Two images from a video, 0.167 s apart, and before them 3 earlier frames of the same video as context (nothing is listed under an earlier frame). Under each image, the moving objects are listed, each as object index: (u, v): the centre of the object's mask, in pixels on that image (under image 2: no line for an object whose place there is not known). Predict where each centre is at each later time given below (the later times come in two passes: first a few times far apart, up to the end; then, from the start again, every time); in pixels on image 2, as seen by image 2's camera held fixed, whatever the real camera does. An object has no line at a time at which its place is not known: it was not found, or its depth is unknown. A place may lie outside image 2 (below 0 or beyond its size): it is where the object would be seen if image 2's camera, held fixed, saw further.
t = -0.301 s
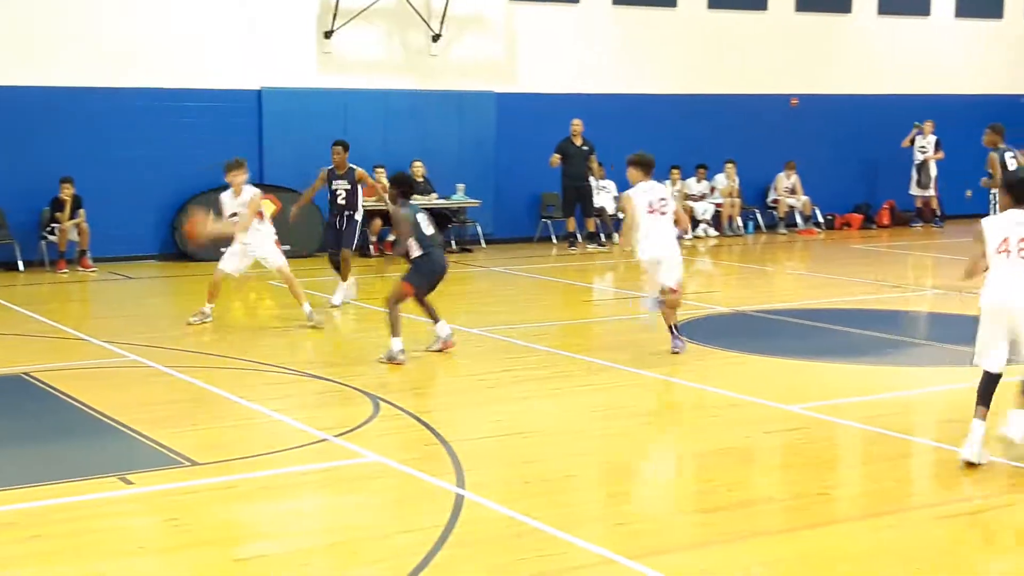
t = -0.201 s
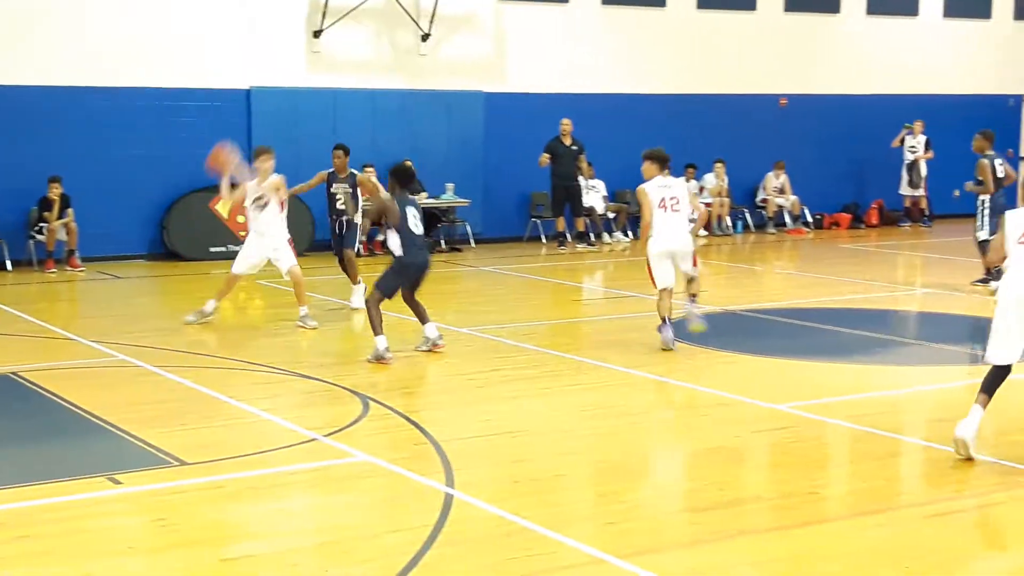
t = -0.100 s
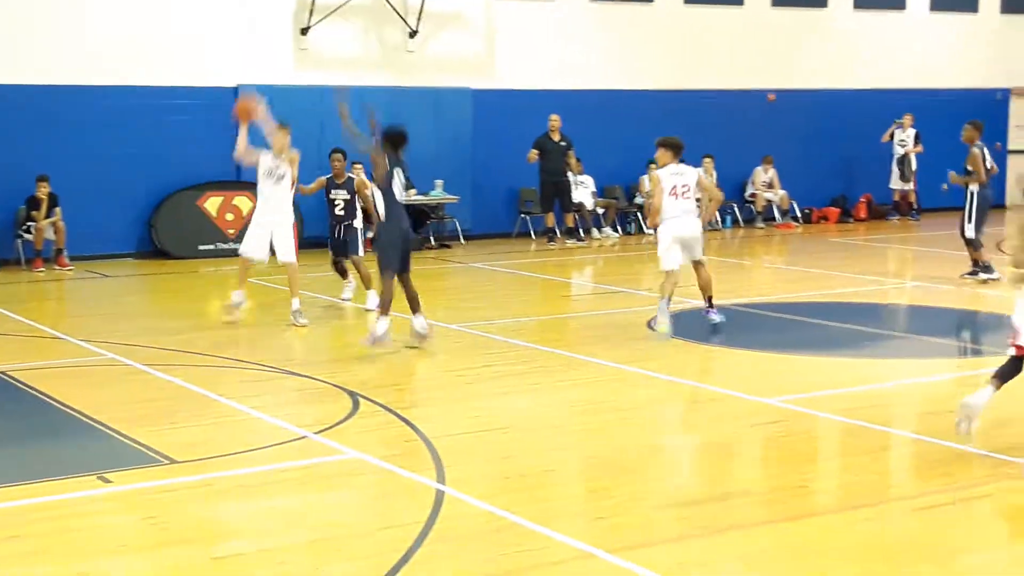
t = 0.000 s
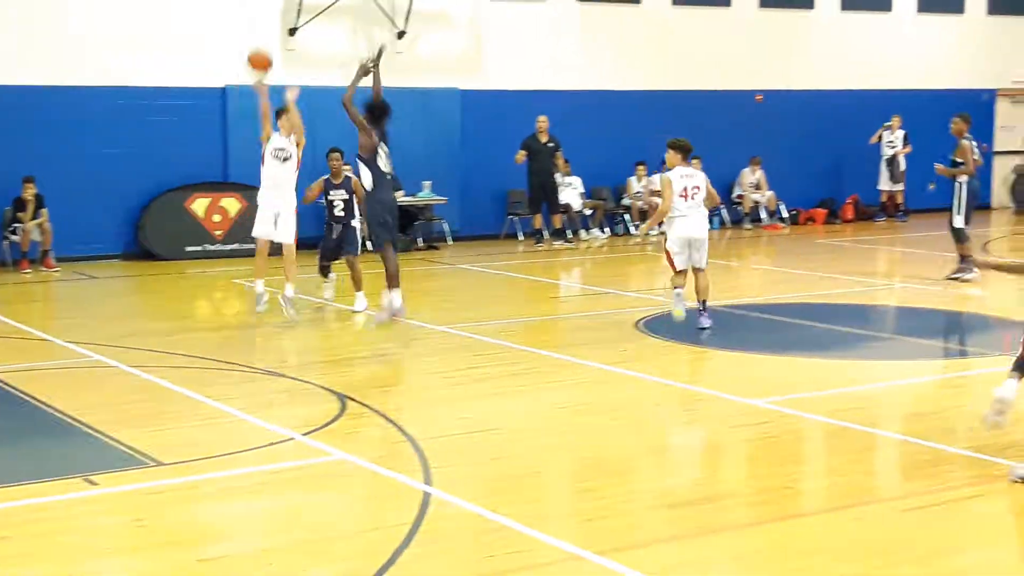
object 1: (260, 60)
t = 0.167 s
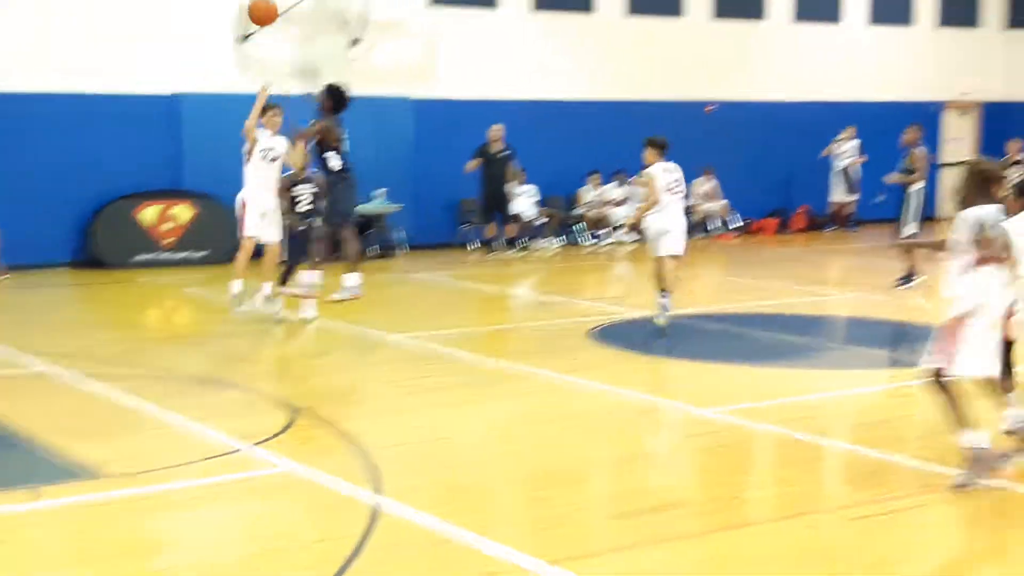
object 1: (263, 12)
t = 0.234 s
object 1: (285, -3)
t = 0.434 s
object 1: (361, -16)
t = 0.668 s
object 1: (470, 47)
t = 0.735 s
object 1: (506, 85)
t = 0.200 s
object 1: (273, 5)
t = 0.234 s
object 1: (285, -3)
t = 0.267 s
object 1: (297, -10)
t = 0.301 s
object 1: (309, -15)
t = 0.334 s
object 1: (322, -17)
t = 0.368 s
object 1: (334, -18)
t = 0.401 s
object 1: (348, -19)
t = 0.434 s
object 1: (361, -16)
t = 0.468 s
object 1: (375, -14)
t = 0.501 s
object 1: (390, -9)
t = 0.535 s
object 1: (405, 0)
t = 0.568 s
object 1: (421, 8)
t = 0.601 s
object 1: (436, 18)
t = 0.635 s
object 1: (453, 32)
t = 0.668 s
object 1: (470, 47)
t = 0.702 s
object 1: (487, 64)
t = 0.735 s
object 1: (506, 85)
